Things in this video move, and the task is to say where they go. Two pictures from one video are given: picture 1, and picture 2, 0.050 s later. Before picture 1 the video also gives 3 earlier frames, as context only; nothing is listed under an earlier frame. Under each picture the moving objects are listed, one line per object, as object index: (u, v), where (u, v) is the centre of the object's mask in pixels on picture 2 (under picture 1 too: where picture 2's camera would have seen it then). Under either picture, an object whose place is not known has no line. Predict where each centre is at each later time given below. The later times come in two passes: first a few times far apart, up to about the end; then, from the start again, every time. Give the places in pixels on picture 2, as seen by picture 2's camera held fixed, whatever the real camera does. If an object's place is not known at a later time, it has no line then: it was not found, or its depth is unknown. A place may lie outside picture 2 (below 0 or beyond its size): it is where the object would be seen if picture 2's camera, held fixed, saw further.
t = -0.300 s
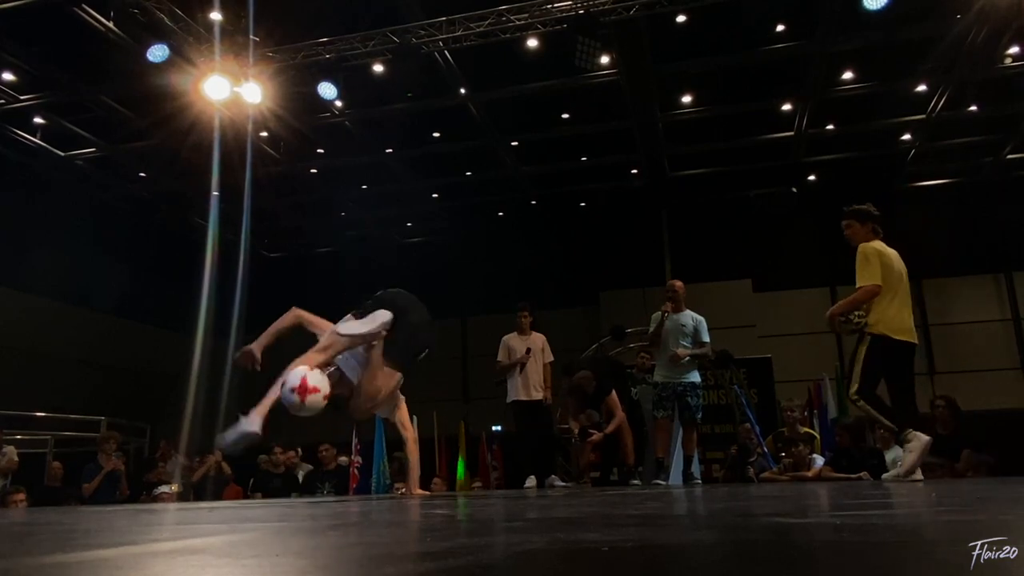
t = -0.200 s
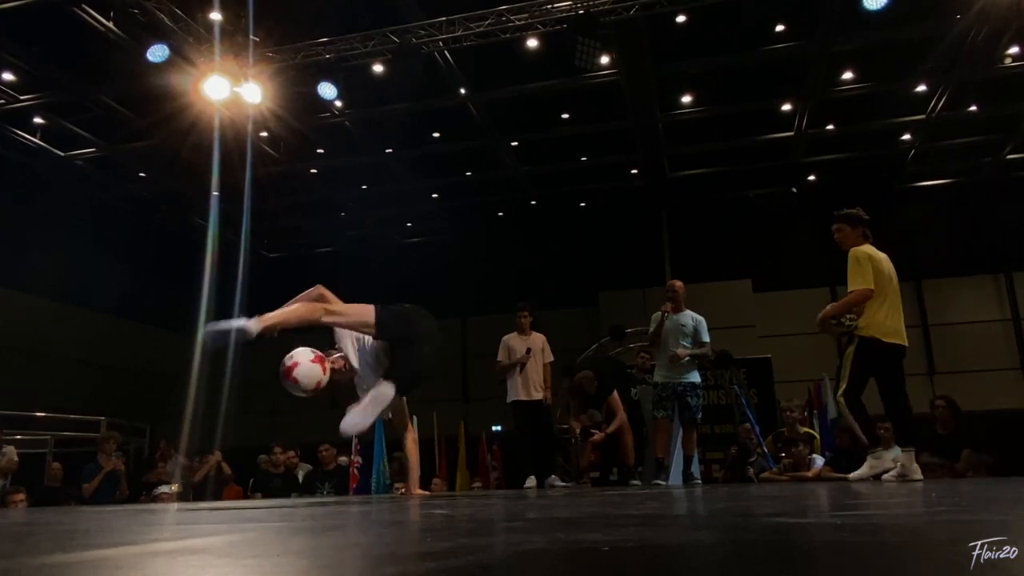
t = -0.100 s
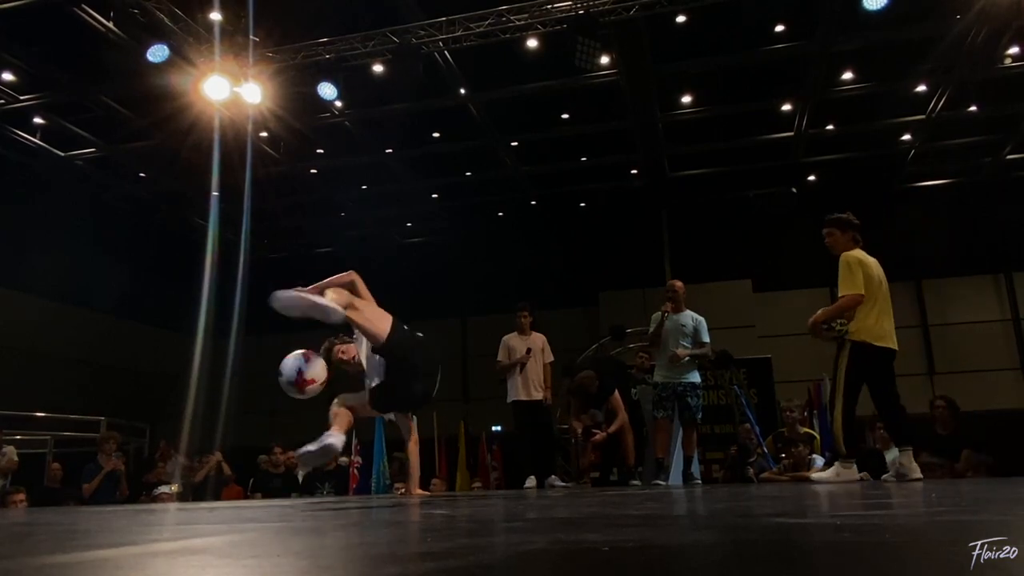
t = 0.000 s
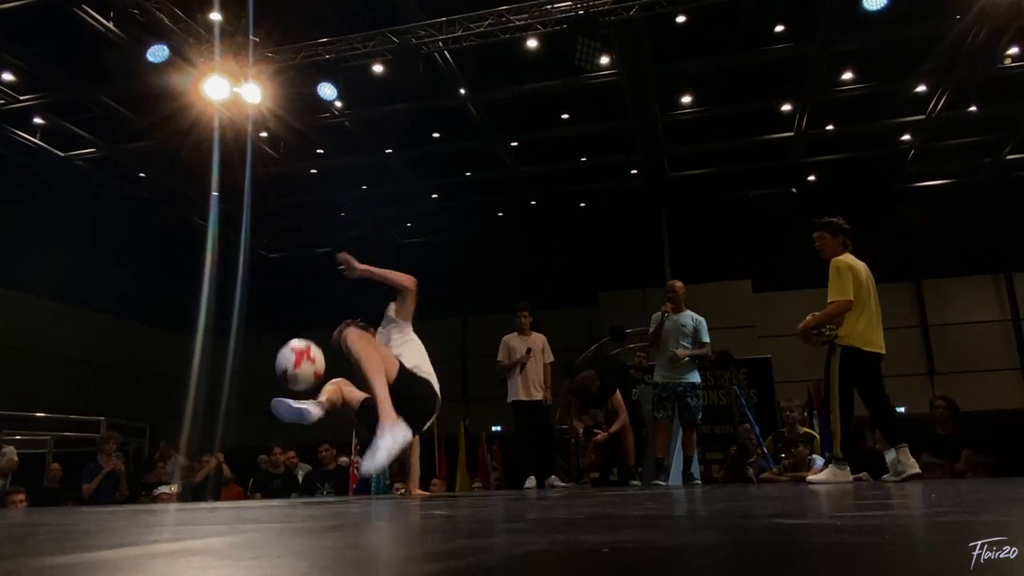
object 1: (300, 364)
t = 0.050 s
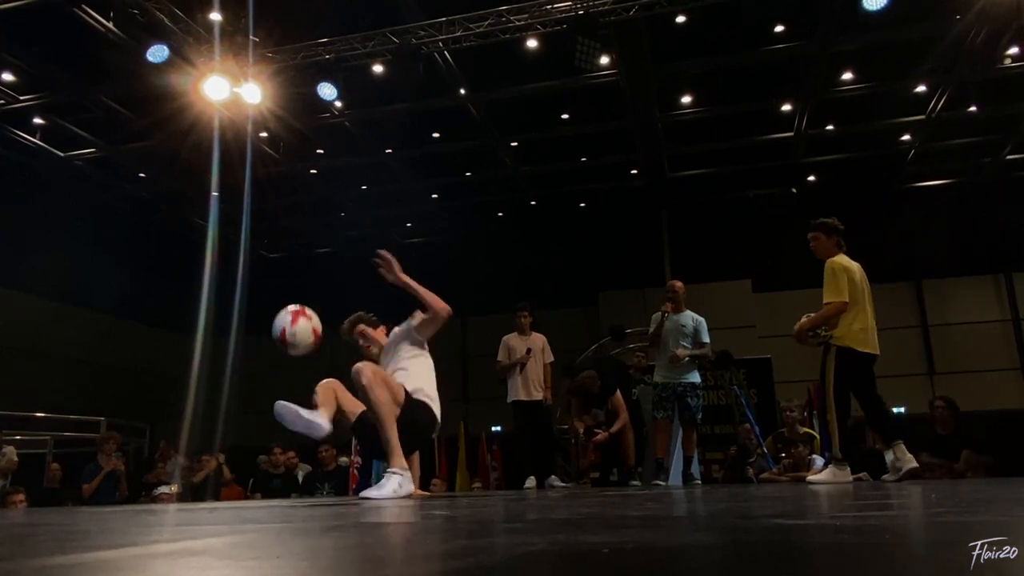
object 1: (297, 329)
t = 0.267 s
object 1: (280, 238)
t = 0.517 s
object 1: (255, 254)
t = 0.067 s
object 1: (295, 319)
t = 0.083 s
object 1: (294, 310)
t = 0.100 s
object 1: (293, 300)
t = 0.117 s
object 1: (292, 291)
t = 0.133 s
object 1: (291, 283)
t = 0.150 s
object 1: (289, 275)
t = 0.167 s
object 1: (288, 269)
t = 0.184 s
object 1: (287, 262)
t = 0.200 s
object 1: (286, 256)
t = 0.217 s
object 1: (284, 251)
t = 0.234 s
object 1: (283, 246)
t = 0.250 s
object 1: (282, 242)
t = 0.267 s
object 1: (280, 238)
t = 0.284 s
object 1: (279, 235)
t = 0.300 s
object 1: (278, 232)
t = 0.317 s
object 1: (276, 230)
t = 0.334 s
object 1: (274, 229)
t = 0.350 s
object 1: (273, 228)
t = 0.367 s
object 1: (271, 228)
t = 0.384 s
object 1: (270, 228)
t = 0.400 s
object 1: (269, 229)
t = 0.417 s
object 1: (266, 231)
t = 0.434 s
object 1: (264, 233)
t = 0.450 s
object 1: (262, 236)
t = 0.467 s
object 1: (260, 239)
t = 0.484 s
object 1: (258, 244)
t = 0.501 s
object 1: (257, 248)
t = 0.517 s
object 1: (255, 254)
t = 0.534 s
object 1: (252, 261)
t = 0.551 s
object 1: (250, 268)
